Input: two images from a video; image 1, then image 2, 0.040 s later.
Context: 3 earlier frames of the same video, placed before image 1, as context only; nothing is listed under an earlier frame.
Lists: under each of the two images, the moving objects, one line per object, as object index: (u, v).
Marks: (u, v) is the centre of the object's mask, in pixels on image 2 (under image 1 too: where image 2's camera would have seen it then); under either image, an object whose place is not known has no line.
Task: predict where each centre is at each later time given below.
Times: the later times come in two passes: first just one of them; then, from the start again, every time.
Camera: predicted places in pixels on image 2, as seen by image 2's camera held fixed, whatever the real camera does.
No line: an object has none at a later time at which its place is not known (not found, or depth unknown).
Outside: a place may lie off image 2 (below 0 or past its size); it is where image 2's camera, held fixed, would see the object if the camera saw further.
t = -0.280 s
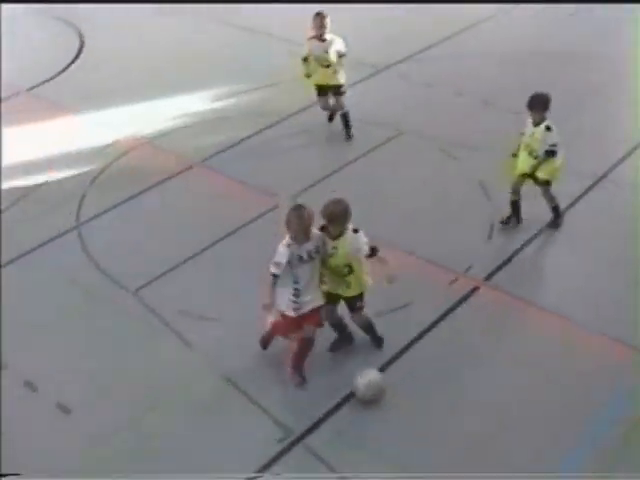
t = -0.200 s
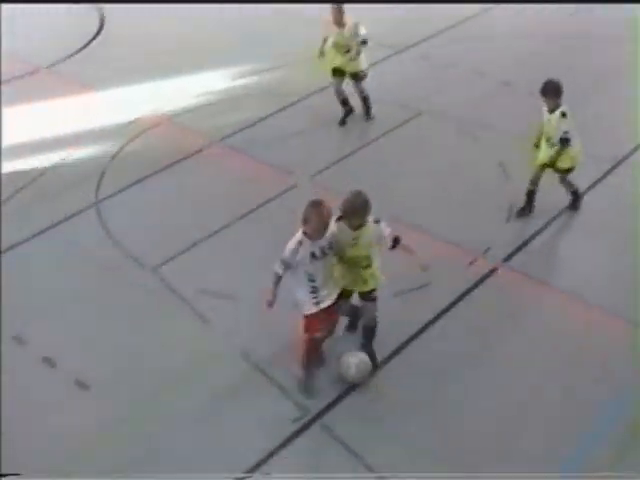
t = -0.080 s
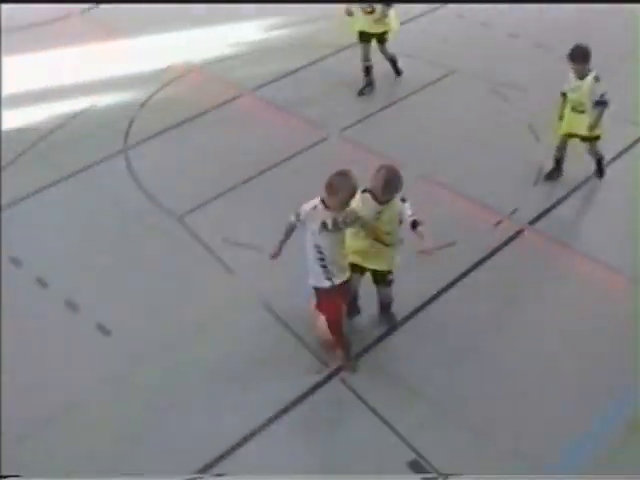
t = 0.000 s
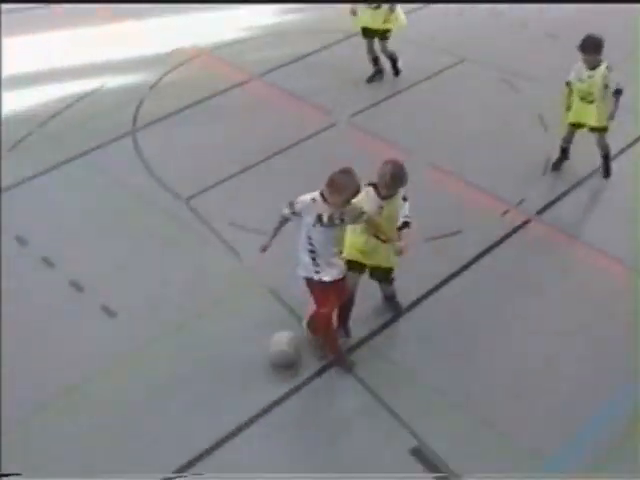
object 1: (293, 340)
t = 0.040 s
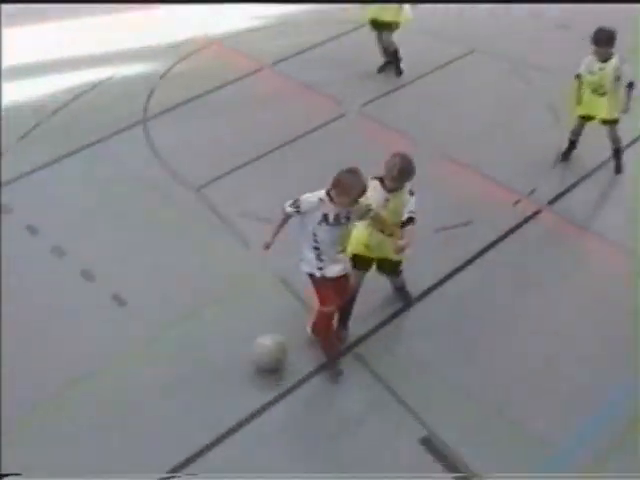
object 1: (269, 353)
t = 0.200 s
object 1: (160, 419)
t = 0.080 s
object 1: (242, 369)
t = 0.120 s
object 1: (216, 386)
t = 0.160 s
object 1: (187, 406)
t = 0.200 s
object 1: (160, 419)
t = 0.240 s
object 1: (134, 432)
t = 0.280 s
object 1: (104, 449)
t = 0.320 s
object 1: (81, 463)
